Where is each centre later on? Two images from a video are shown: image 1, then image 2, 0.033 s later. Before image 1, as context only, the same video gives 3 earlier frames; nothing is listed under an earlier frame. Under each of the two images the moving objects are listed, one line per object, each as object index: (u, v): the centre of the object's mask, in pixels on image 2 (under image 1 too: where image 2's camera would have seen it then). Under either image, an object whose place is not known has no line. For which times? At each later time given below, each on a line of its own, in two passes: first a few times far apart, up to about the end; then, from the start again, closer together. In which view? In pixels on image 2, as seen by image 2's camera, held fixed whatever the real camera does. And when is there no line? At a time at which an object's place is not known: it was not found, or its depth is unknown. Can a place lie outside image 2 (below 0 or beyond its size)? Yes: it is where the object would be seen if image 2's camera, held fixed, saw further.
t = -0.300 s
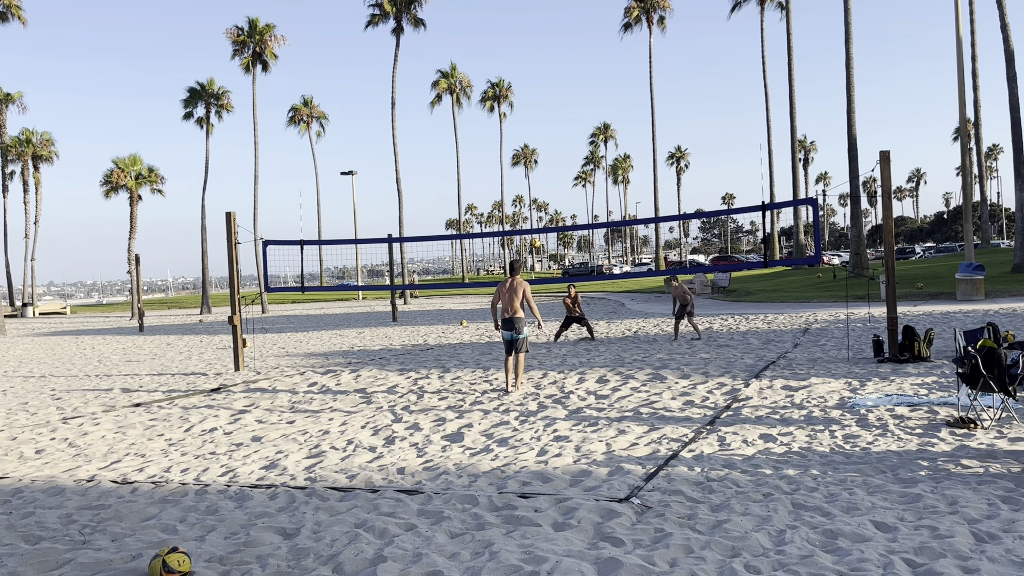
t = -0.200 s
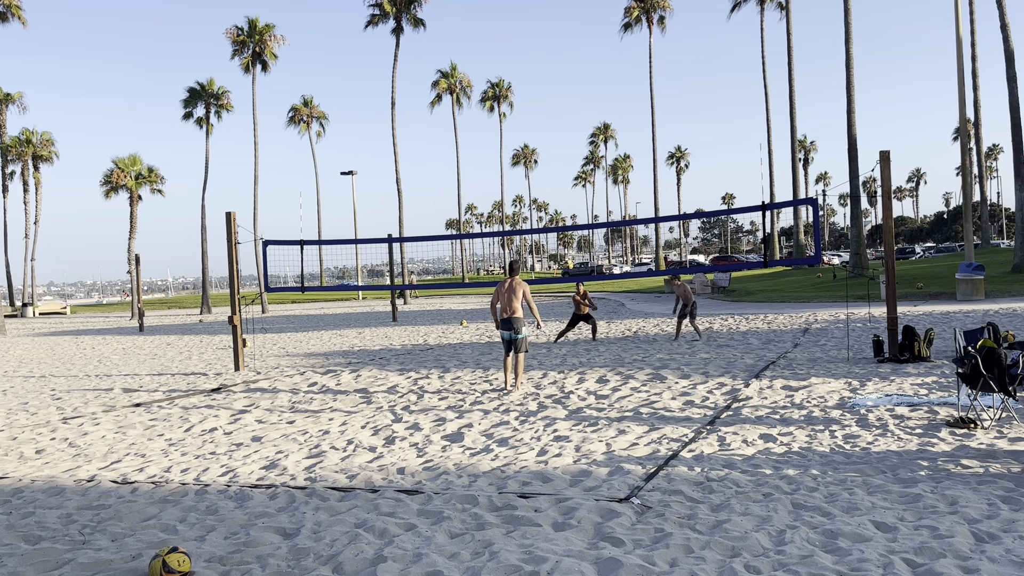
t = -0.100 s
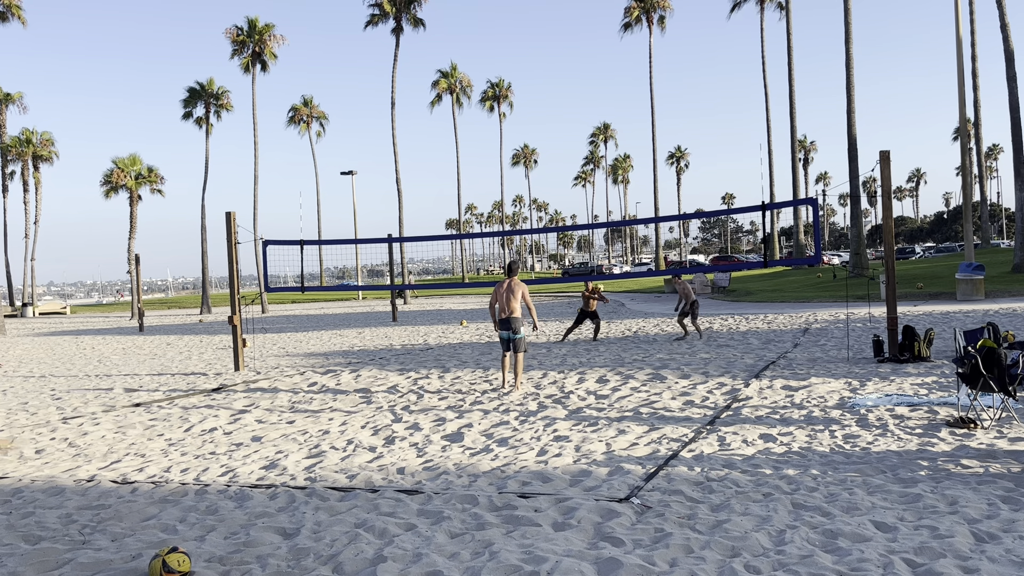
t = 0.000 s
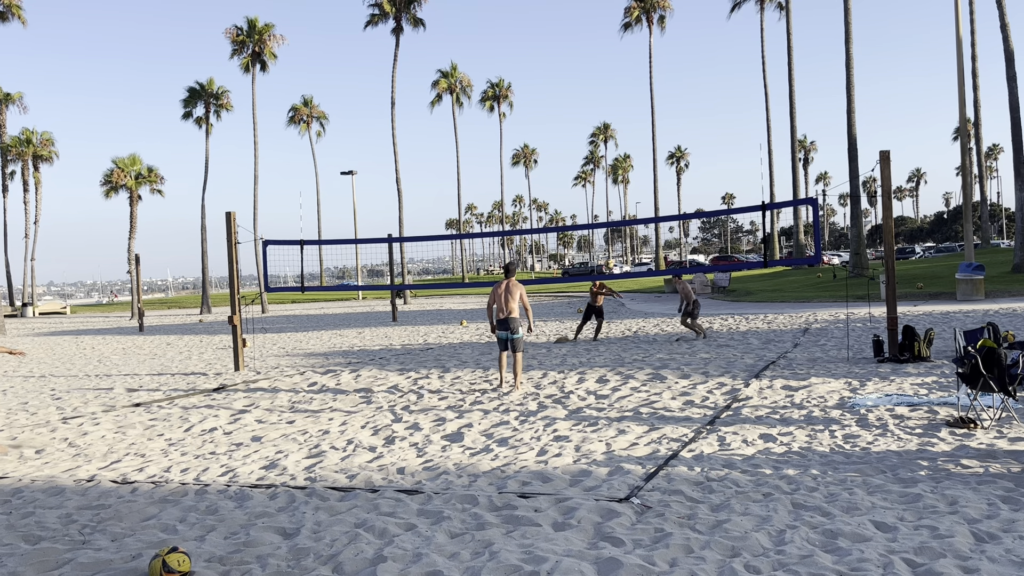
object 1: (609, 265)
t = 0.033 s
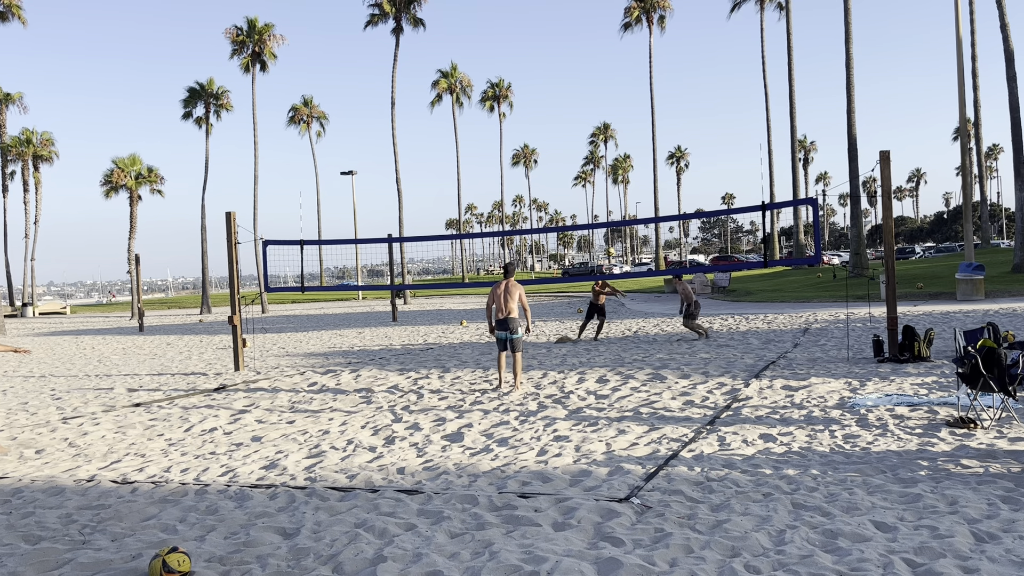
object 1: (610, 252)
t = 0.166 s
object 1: (617, 208)
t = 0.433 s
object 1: (632, 141)
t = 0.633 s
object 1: (646, 111)
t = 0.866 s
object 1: (664, 98)
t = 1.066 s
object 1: (679, 109)
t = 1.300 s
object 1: (697, 145)
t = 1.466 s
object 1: (709, 189)
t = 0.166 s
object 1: (617, 208)
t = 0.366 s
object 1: (629, 154)
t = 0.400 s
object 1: (630, 148)
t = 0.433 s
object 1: (632, 141)
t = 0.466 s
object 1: (635, 135)
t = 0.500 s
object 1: (637, 129)
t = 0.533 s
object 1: (639, 124)
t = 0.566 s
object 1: (642, 119)
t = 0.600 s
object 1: (644, 115)
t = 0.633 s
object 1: (646, 111)
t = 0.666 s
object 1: (649, 107)
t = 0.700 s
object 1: (651, 104)
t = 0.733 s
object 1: (654, 102)
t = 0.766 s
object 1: (657, 101)
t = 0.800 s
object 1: (658, 99)
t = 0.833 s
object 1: (661, 98)
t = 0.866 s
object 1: (664, 98)
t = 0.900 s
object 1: (666, 99)
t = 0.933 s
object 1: (669, 100)
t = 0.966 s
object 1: (671, 101)
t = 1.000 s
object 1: (673, 103)
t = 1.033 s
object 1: (676, 106)
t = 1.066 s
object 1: (679, 109)
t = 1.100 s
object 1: (681, 112)
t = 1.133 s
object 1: (684, 116)
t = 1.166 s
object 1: (686, 121)
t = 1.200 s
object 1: (689, 127)
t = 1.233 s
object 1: (691, 132)
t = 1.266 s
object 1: (694, 138)
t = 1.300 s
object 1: (697, 145)
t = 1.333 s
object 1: (699, 153)
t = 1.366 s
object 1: (702, 161)
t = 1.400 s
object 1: (705, 170)
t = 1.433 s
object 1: (707, 179)
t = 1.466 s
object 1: (709, 189)
